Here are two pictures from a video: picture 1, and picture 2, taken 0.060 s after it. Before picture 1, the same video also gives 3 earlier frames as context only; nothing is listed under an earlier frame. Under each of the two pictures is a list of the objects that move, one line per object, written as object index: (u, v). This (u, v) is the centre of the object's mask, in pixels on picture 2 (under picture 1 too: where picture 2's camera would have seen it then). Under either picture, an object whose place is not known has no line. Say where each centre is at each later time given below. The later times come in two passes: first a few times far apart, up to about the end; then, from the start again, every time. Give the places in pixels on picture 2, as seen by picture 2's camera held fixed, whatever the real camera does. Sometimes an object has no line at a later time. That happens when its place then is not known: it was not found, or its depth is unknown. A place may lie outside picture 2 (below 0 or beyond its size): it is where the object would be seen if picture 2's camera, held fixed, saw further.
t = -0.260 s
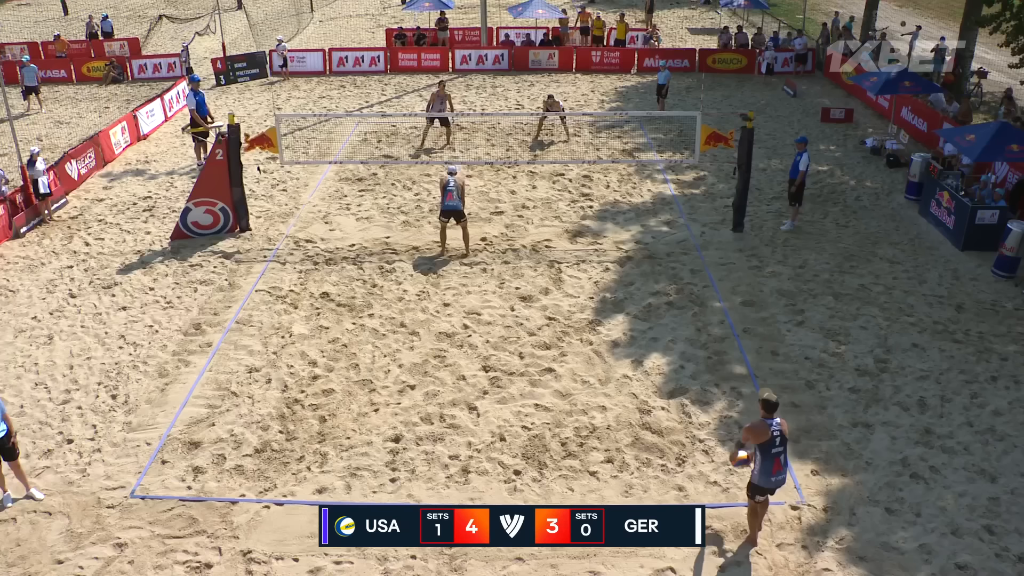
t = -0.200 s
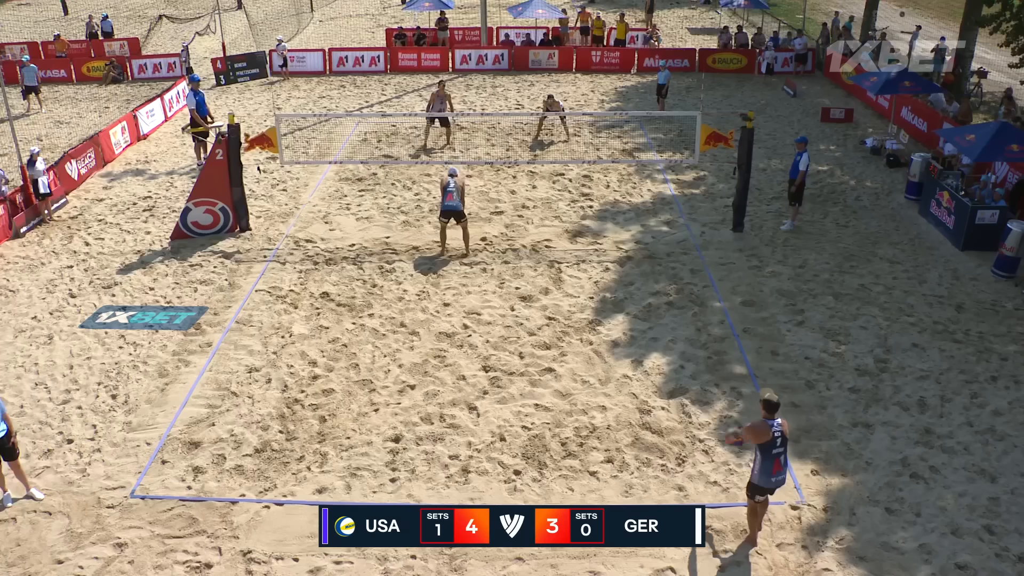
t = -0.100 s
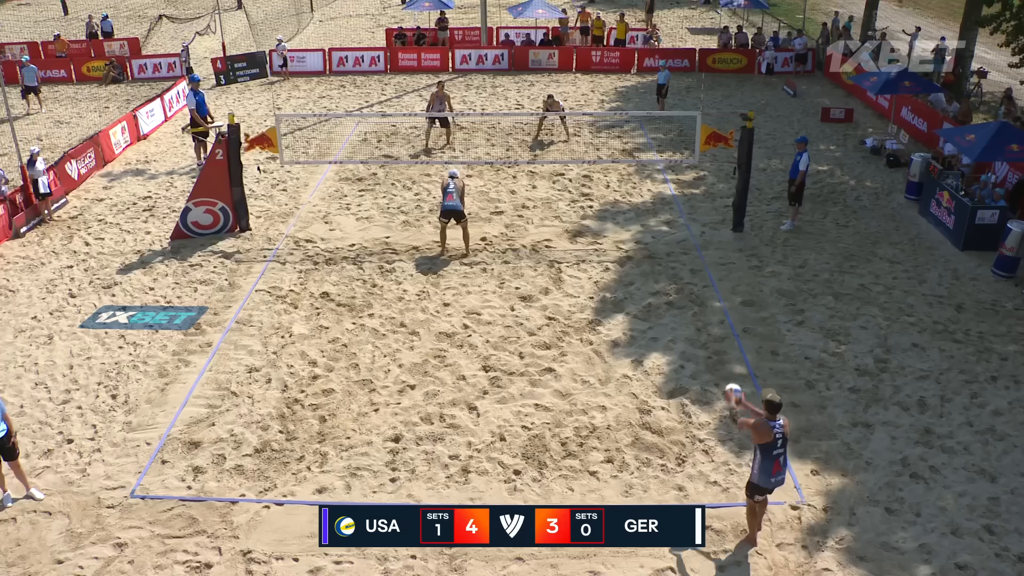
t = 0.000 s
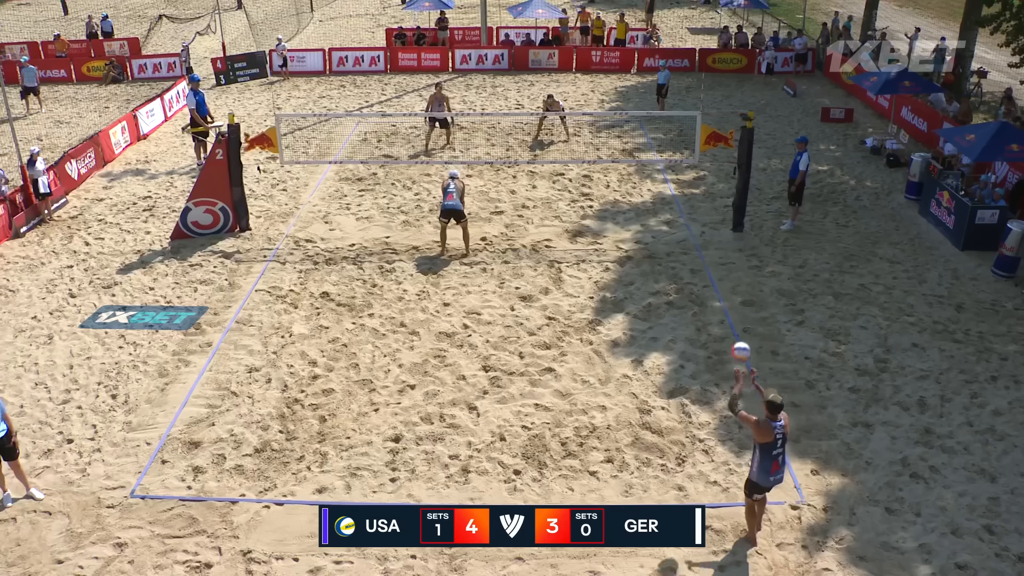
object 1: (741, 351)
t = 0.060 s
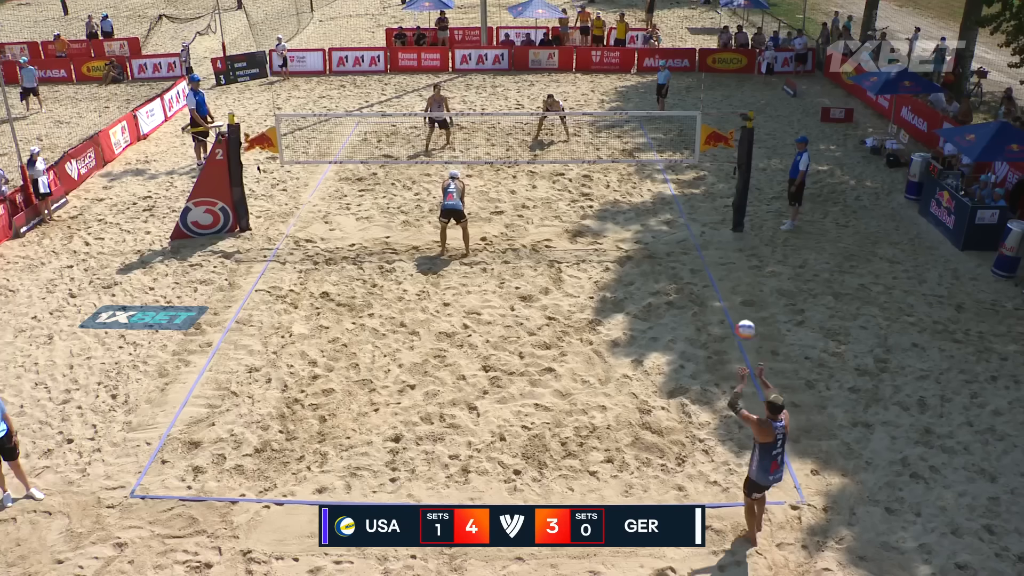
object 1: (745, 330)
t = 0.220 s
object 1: (755, 283)
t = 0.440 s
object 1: (764, 253)
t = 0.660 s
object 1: (767, 264)
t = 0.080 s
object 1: (747, 323)
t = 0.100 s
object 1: (748, 316)
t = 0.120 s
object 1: (749, 310)
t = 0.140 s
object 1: (751, 304)
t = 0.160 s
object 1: (752, 298)
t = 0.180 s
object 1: (753, 293)
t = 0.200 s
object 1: (754, 288)
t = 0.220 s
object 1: (755, 283)
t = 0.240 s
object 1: (756, 279)
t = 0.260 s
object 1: (757, 275)
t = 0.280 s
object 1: (759, 271)
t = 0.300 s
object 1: (759, 268)
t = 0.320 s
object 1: (760, 265)
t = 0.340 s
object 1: (761, 262)
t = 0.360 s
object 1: (761, 259)
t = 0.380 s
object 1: (762, 257)
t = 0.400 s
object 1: (763, 255)
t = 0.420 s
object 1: (763, 254)
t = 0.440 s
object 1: (764, 253)
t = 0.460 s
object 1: (765, 252)
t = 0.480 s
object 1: (765, 252)
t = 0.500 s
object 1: (766, 252)
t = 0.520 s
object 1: (766, 252)
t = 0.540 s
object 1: (766, 252)
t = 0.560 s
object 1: (766, 253)
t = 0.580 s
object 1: (767, 255)
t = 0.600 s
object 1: (767, 257)
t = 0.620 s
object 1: (767, 258)
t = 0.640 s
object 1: (767, 261)
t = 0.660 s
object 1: (767, 264)
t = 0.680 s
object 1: (767, 267)
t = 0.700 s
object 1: (767, 270)
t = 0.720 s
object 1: (767, 274)
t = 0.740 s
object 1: (767, 278)
